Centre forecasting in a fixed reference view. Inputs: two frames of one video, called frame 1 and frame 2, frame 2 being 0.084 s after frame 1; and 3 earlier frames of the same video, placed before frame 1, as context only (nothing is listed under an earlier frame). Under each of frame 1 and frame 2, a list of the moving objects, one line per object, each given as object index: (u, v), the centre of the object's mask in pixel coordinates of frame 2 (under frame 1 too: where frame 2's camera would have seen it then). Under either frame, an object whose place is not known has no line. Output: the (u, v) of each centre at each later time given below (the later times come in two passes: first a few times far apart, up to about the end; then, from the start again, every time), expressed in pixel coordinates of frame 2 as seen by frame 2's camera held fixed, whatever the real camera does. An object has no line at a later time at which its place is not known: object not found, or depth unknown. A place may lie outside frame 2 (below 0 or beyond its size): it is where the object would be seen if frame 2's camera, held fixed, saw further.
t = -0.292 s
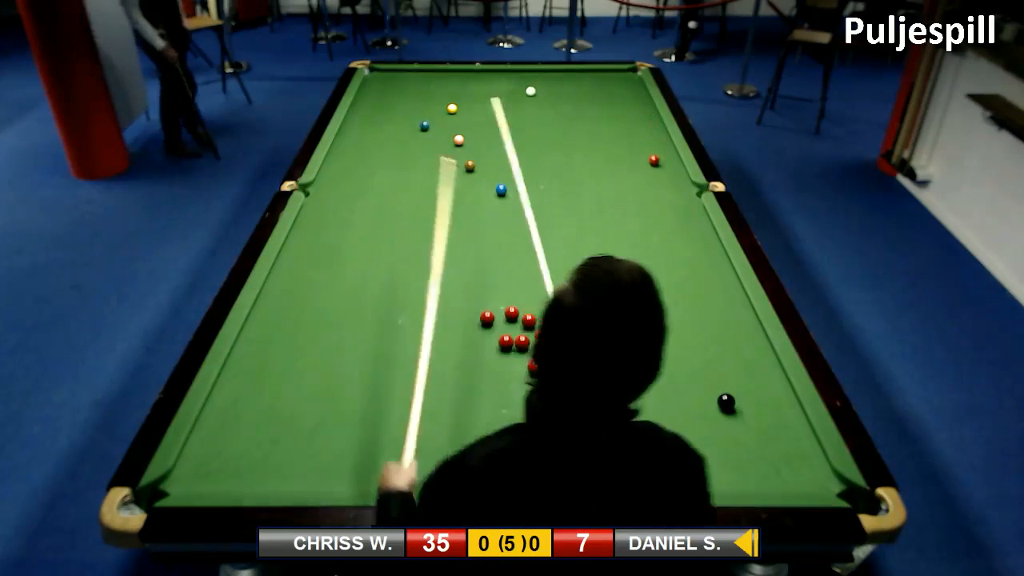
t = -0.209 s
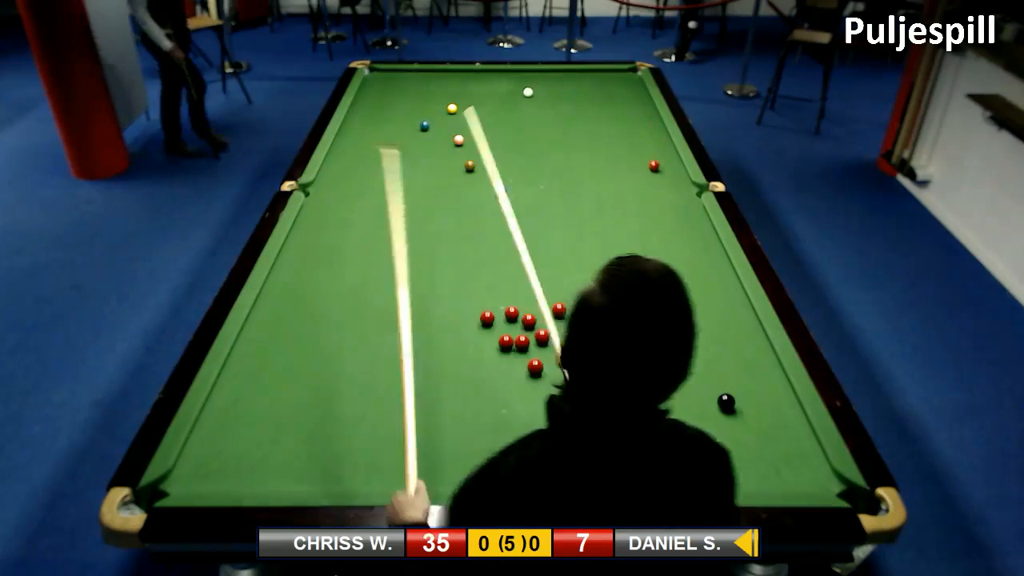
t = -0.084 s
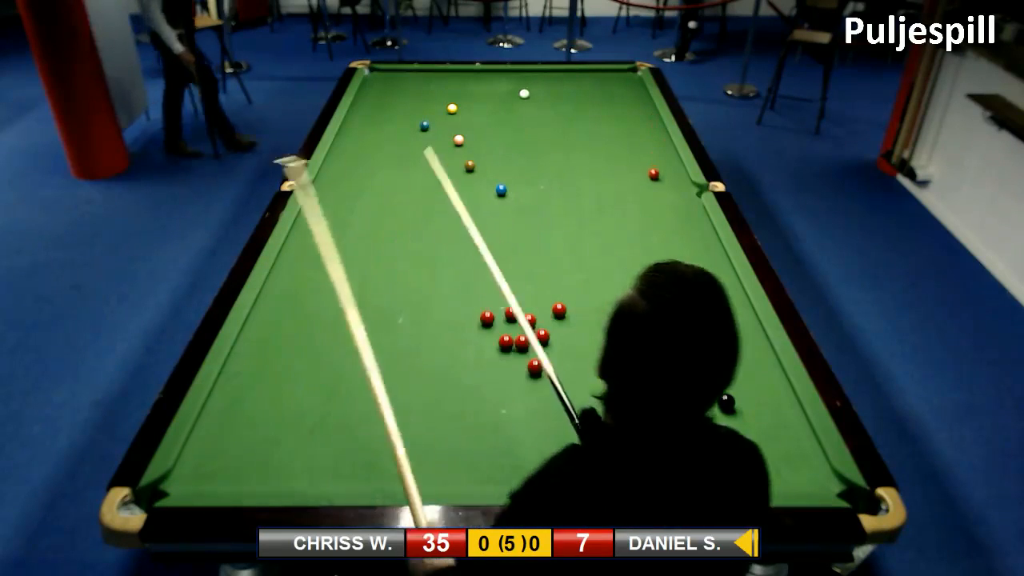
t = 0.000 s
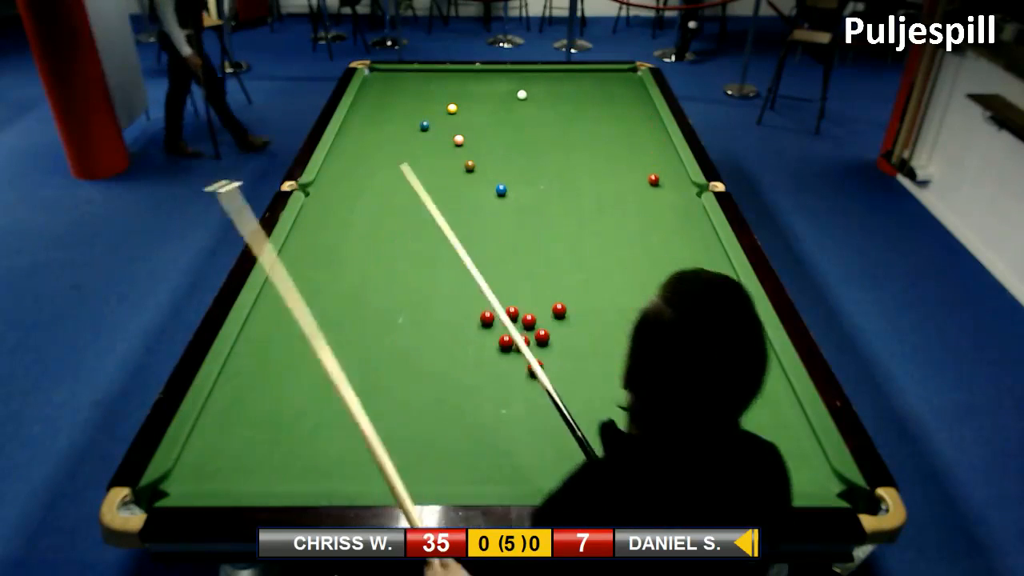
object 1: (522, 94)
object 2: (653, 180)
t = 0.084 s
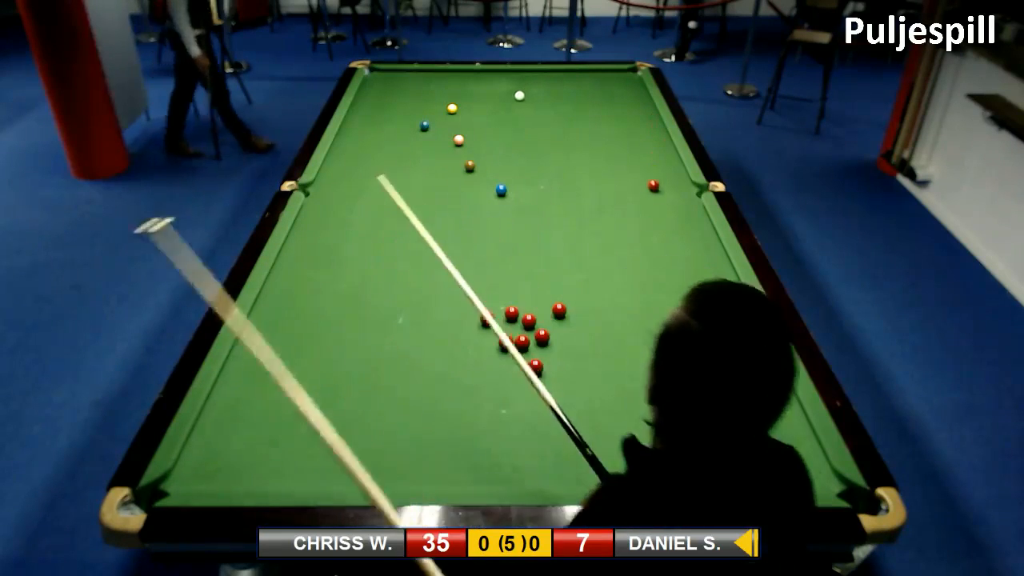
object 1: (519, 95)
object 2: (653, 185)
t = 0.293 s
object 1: (514, 97)
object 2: (653, 200)
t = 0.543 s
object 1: (508, 100)
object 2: (652, 218)
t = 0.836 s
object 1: (502, 102)
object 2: (651, 241)
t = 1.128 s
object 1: (496, 104)
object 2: (650, 264)
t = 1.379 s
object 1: (492, 106)
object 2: (649, 285)
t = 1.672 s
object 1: (489, 107)
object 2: (648, 311)
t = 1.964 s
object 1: (486, 108)
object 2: (647, 338)
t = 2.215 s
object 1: (485, 108)
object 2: (646, 362)
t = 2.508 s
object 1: (484, 108)
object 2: (644, 391)
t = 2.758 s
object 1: (484, 108)
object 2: (642, 416)
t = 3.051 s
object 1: (484, 108)
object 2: (641, 446)
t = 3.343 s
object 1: (484, 108)
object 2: (639, 475)
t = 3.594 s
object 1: (484, 108)
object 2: (634, 475)
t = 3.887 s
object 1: (484, 108)
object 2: (627, 458)
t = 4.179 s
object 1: (484, 108)
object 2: (621, 444)
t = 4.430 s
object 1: (484, 108)
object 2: (618, 435)
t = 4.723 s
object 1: (484, 108)
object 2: (615, 426)
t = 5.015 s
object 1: (484, 108)
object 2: (613, 420)
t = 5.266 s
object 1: (484, 108)
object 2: (613, 417)
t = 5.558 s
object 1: (484, 108)
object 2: (613, 415)
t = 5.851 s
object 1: (484, 108)
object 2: (612, 415)
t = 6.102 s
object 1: (484, 108)
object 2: (612, 414)
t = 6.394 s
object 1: (484, 108)
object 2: (612, 414)
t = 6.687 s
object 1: (484, 108)
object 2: (612, 414)
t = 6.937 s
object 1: (484, 108)
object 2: (612, 414)
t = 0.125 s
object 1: (518, 96)
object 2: (653, 188)
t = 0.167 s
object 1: (517, 96)
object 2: (653, 191)
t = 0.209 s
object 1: (516, 97)
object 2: (653, 194)
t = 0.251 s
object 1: (515, 97)
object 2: (653, 197)
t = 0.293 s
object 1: (514, 97)
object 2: (653, 200)
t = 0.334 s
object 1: (513, 98)
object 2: (653, 203)
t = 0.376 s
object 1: (512, 98)
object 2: (652, 206)
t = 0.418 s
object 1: (511, 99)
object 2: (652, 209)
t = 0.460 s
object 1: (510, 99)
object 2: (652, 212)
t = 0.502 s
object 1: (509, 99)
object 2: (652, 215)
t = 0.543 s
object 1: (508, 100)
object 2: (652, 218)
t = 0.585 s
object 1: (507, 100)
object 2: (652, 221)
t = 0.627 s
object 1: (506, 101)
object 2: (652, 224)
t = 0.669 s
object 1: (505, 101)
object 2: (652, 228)
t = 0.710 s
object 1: (504, 101)
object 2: (652, 231)
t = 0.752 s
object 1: (503, 102)
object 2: (651, 234)
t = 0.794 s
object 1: (503, 102)
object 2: (651, 237)
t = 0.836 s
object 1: (502, 102)
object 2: (651, 241)
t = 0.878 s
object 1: (501, 103)
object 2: (651, 244)
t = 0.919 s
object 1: (500, 103)
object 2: (651, 247)
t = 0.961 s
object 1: (499, 103)
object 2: (651, 251)
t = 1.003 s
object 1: (498, 104)
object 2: (650, 254)
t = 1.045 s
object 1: (498, 104)
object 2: (650, 257)
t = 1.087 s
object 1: (497, 104)
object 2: (650, 261)
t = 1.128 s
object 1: (496, 104)
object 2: (650, 264)
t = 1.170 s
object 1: (495, 105)
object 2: (650, 268)
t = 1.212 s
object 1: (495, 105)
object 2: (650, 271)
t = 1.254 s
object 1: (494, 105)
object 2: (650, 275)
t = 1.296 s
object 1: (494, 105)
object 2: (649, 278)
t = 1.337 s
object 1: (493, 106)
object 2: (649, 282)
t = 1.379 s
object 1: (492, 106)
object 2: (649, 285)
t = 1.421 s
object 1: (492, 106)
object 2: (649, 289)
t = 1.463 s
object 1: (491, 106)
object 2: (649, 293)
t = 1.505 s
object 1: (491, 106)
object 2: (649, 297)
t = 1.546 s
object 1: (490, 107)
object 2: (649, 300)
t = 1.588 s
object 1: (490, 107)
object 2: (649, 304)
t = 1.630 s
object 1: (489, 107)
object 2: (648, 308)
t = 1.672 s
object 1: (489, 107)
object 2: (648, 311)
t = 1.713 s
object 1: (488, 107)
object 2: (648, 315)
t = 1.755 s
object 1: (488, 107)
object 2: (648, 319)
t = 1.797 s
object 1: (487, 107)
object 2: (648, 323)
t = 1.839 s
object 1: (487, 108)
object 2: (647, 326)
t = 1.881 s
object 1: (487, 108)
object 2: (647, 330)
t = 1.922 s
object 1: (487, 108)
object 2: (647, 334)
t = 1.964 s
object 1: (486, 108)
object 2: (647, 338)
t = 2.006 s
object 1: (486, 108)
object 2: (647, 342)
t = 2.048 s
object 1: (486, 108)
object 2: (646, 346)
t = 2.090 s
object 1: (485, 108)
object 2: (646, 350)
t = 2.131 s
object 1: (485, 108)
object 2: (646, 354)
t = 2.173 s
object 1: (485, 108)
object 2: (646, 358)
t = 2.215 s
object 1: (485, 108)
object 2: (646, 362)
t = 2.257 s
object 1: (485, 108)
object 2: (645, 366)
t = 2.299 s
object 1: (484, 108)
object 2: (645, 370)
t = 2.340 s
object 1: (484, 108)
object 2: (645, 374)
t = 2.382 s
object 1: (484, 108)
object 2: (645, 378)
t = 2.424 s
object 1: (484, 108)
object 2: (644, 382)
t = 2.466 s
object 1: (484, 108)
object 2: (644, 387)
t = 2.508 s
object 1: (484, 108)
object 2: (644, 391)
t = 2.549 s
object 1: (484, 108)
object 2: (644, 395)
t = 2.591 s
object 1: (484, 108)
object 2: (643, 399)
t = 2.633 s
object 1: (484, 108)
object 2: (643, 403)
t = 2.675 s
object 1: (484, 108)
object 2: (643, 407)
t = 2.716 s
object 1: (484, 108)
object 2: (642, 411)
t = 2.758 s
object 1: (484, 108)
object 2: (642, 416)
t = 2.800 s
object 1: (484, 108)
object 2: (642, 420)
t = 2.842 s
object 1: (484, 108)
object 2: (642, 424)
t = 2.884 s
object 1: (484, 108)
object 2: (642, 428)
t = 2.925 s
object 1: (484, 108)
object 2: (641, 433)
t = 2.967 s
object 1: (484, 108)
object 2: (641, 437)
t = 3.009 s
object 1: (484, 108)
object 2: (641, 441)
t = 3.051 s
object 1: (484, 108)
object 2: (641, 446)
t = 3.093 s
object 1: (484, 108)
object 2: (640, 450)
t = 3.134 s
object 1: (484, 108)
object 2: (640, 454)
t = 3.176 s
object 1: (484, 108)
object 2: (640, 459)
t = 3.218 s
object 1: (484, 108)
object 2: (640, 463)
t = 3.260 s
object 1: (484, 108)
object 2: (640, 467)
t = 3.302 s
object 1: (484, 108)
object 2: (639, 471)
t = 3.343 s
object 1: (484, 108)
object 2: (639, 475)
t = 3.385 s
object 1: (484, 108)
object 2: (639, 478)
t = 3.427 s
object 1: (484, 108)
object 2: (638, 480)
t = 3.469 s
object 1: (484, 108)
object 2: (637, 480)
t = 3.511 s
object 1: (484, 108)
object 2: (636, 478)
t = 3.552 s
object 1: (484, 108)
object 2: (635, 477)
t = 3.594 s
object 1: (484, 108)
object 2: (634, 475)
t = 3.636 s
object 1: (484, 108)
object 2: (633, 473)
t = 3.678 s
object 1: (484, 108)
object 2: (632, 470)
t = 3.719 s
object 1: (484, 108)
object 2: (631, 467)
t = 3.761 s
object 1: (484, 108)
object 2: (630, 465)
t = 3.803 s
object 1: (484, 108)
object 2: (629, 463)
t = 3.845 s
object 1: (484, 108)
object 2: (628, 460)
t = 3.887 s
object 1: (484, 108)
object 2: (627, 458)
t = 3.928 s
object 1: (484, 108)
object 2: (626, 456)
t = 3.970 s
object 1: (484, 108)
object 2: (625, 454)
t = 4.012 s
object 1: (484, 108)
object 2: (624, 452)
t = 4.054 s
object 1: (484, 108)
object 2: (623, 450)
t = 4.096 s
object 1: (484, 108)
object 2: (623, 448)
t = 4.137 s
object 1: (484, 108)
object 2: (622, 446)
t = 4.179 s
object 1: (484, 108)
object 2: (621, 444)
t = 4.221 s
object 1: (484, 108)
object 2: (621, 443)
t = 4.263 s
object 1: (484, 108)
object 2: (620, 441)
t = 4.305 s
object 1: (484, 108)
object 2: (619, 439)
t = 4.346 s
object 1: (484, 108)
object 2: (619, 437)
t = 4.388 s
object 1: (484, 108)
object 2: (618, 436)
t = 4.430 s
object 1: (484, 108)
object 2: (618, 435)
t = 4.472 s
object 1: (484, 108)
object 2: (617, 433)
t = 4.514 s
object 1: (484, 108)
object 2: (617, 432)
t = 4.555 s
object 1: (484, 108)
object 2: (616, 430)
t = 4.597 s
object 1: (484, 108)
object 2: (616, 429)
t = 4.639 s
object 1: (484, 108)
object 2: (616, 428)
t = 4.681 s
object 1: (484, 108)
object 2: (615, 427)
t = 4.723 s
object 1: (484, 108)
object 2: (615, 426)
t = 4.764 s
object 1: (484, 108)
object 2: (615, 425)
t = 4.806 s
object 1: (484, 108)
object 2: (614, 424)
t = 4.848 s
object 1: (484, 108)
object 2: (614, 423)
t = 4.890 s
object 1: (484, 108)
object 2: (614, 422)
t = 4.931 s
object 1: (484, 108)
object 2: (614, 421)
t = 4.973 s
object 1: (484, 108)
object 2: (613, 421)
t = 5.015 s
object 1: (484, 108)
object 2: (613, 420)
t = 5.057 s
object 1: (484, 108)
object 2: (613, 419)
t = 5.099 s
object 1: (484, 108)
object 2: (613, 418)
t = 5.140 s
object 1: (484, 108)
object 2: (613, 417)
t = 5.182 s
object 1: (484, 108)
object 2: (613, 417)
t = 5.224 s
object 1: (484, 108)
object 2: (613, 417)
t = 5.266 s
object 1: (484, 108)
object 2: (613, 417)
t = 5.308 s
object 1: (484, 108)
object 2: (612, 416)
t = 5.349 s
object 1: (484, 108)
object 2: (612, 416)
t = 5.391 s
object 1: (484, 108)
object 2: (613, 415)
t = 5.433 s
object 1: (484, 108)
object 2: (612, 415)
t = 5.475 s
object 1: (484, 108)
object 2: (612, 415)
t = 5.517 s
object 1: (484, 108)
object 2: (613, 415)
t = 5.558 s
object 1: (484, 108)
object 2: (613, 415)
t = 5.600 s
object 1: (484, 108)
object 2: (613, 415)
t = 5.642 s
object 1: (484, 108)
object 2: (612, 415)
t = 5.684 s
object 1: (484, 108)
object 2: (613, 415)
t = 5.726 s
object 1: (484, 108)
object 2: (612, 414)
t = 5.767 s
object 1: (484, 108)
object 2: (613, 414)
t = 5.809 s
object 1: (484, 108)
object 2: (613, 414)
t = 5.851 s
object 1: (484, 108)
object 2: (612, 415)
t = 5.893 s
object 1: (484, 108)
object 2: (613, 414)
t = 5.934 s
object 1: (484, 108)
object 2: (612, 415)
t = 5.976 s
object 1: (484, 108)
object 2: (613, 414)
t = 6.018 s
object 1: (484, 108)
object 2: (613, 414)
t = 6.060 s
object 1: (484, 108)
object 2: (613, 414)
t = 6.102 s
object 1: (484, 108)
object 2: (612, 414)
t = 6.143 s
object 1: (484, 108)
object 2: (612, 414)
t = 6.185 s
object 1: (484, 108)
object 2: (613, 414)
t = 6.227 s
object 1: (484, 108)
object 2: (613, 414)
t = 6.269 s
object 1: (484, 108)
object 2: (612, 414)
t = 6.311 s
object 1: (484, 108)
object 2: (613, 414)
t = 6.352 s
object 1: (484, 108)
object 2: (613, 414)
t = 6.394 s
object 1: (484, 108)
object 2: (612, 414)
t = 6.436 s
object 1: (484, 108)
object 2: (613, 414)
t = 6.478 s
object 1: (484, 108)
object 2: (613, 414)
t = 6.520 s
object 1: (484, 108)
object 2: (612, 414)
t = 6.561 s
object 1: (484, 108)
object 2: (613, 414)
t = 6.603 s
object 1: (484, 108)
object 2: (612, 414)
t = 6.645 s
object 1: (484, 108)
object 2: (613, 414)
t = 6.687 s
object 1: (484, 108)
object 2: (612, 414)
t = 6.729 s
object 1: (484, 108)
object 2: (612, 414)
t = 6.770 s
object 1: (484, 108)
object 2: (613, 414)
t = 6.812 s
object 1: (484, 108)
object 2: (612, 414)
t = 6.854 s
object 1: (484, 108)
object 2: (612, 414)
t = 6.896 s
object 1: (484, 108)
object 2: (612, 414)
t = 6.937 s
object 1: (484, 108)
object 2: (612, 414)
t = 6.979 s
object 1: (484, 108)
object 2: (613, 414)
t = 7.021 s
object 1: (484, 108)
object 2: (613, 414)
